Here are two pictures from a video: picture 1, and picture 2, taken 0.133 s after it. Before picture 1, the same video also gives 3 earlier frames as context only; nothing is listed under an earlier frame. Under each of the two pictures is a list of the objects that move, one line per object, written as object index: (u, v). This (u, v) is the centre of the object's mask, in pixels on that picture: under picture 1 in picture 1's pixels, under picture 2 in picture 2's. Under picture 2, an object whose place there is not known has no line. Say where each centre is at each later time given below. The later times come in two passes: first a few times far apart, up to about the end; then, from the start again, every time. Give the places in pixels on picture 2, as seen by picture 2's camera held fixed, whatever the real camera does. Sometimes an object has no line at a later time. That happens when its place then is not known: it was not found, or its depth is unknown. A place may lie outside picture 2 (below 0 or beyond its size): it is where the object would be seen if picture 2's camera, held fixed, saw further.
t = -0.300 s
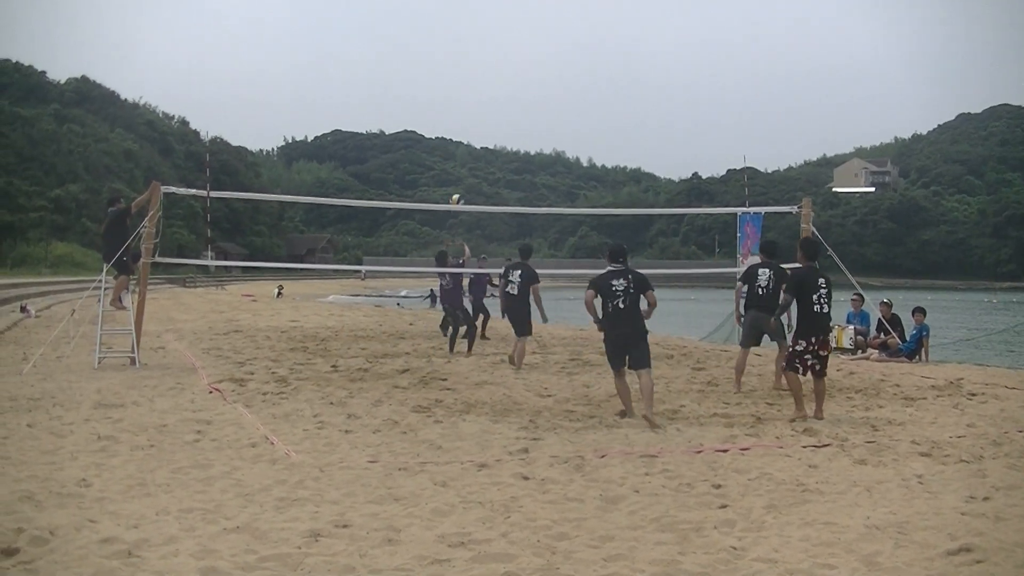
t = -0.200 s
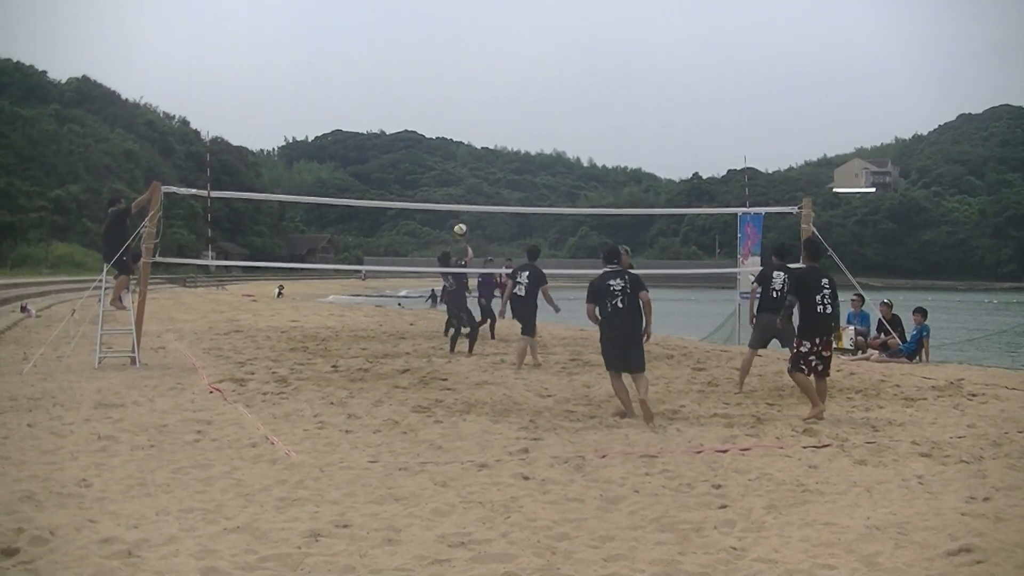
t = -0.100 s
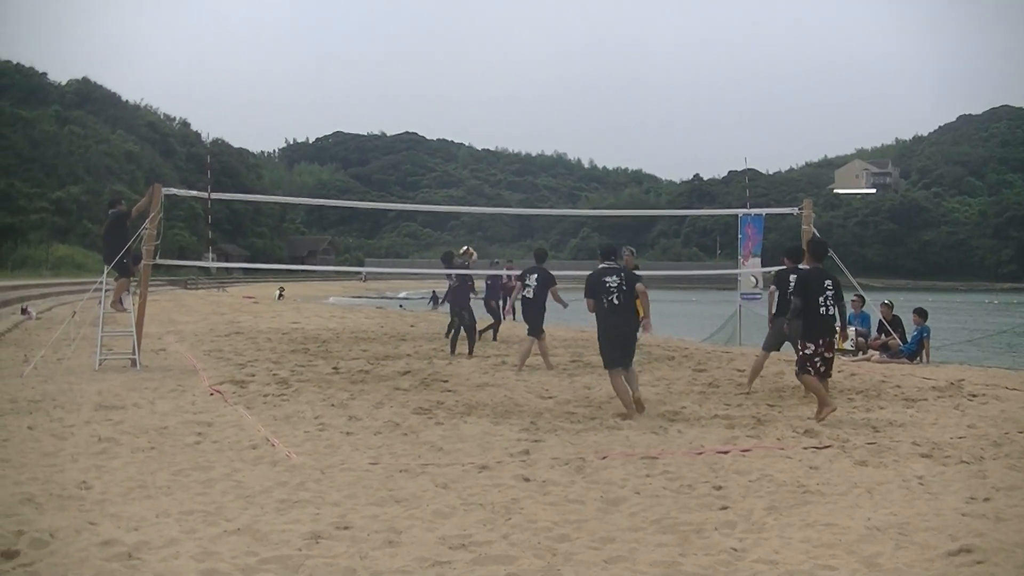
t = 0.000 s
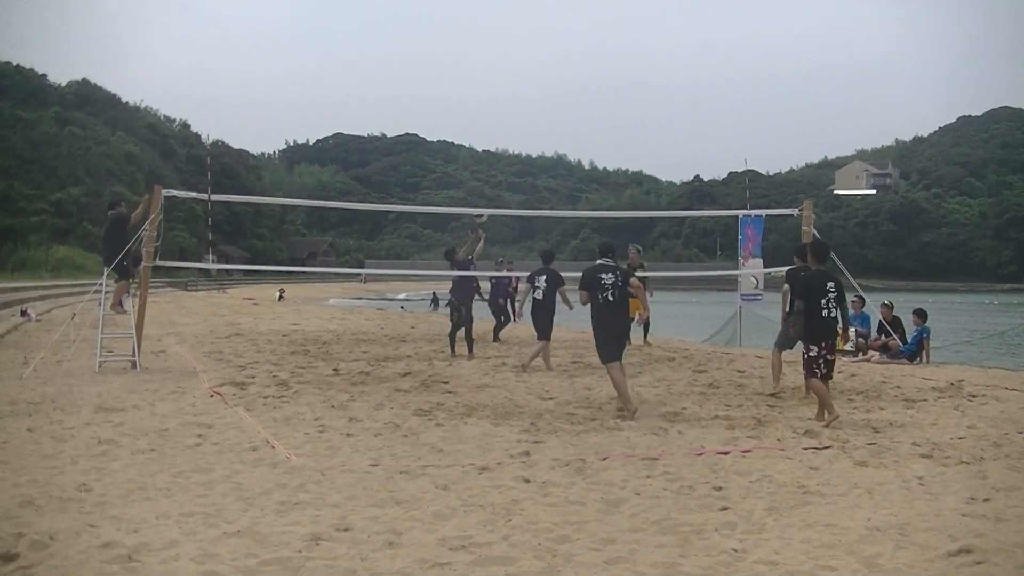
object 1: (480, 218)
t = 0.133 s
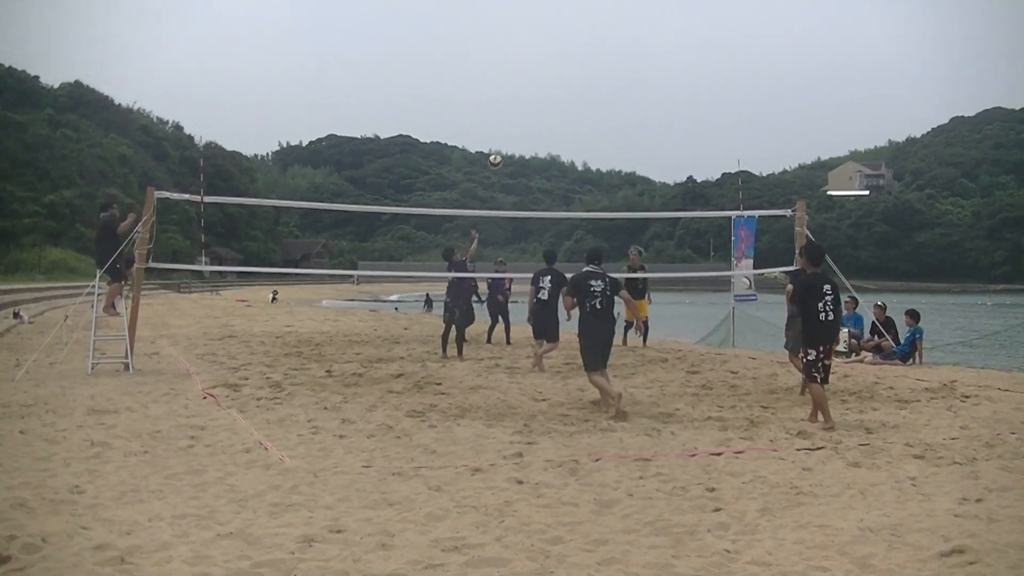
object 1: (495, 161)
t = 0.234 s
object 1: (510, 130)
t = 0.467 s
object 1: (544, 81)
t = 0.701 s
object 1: (577, 69)
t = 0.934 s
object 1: (611, 90)
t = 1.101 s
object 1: (634, 127)
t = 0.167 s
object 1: (500, 150)
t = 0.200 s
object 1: (505, 140)
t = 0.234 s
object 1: (510, 130)
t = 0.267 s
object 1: (515, 121)
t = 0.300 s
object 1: (520, 112)
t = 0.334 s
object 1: (525, 105)
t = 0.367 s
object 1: (530, 98)
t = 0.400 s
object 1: (535, 92)
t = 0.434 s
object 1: (540, 86)
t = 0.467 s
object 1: (544, 81)
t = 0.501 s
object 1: (549, 77)
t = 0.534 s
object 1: (554, 74)
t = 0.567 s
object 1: (559, 71)
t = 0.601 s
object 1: (563, 70)
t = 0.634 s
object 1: (568, 69)
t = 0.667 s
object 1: (573, 69)
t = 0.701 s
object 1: (577, 69)
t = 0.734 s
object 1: (582, 70)
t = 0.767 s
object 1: (587, 72)
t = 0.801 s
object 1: (592, 74)
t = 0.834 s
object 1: (596, 77)
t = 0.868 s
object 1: (601, 81)
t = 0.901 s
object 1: (606, 85)
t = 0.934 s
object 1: (611, 90)
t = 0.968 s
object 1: (615, 96)
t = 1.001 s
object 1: (620, 103)
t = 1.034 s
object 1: (625, 110)
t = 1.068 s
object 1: (630, 118)
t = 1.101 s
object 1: (634, 127)
